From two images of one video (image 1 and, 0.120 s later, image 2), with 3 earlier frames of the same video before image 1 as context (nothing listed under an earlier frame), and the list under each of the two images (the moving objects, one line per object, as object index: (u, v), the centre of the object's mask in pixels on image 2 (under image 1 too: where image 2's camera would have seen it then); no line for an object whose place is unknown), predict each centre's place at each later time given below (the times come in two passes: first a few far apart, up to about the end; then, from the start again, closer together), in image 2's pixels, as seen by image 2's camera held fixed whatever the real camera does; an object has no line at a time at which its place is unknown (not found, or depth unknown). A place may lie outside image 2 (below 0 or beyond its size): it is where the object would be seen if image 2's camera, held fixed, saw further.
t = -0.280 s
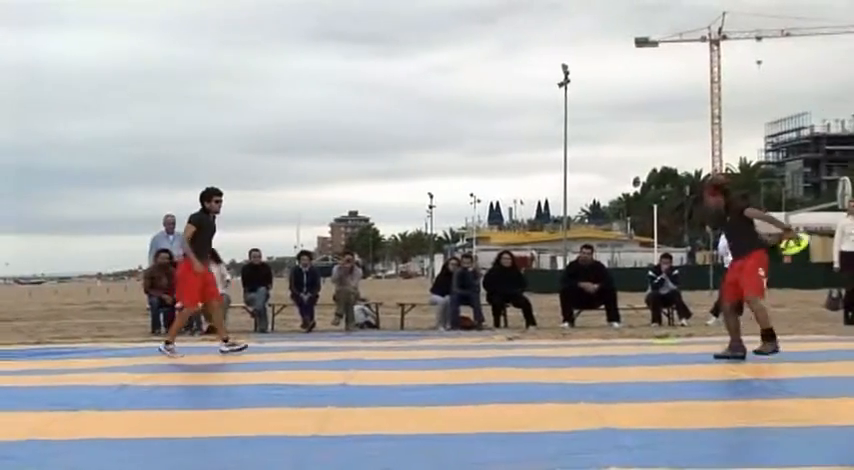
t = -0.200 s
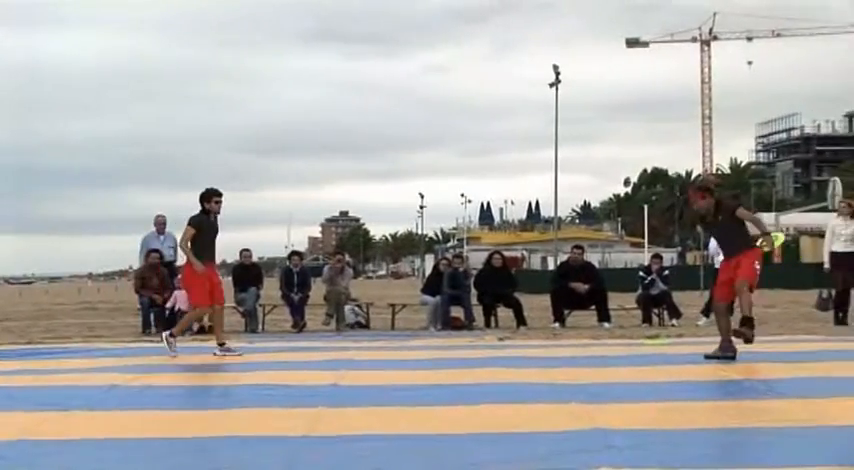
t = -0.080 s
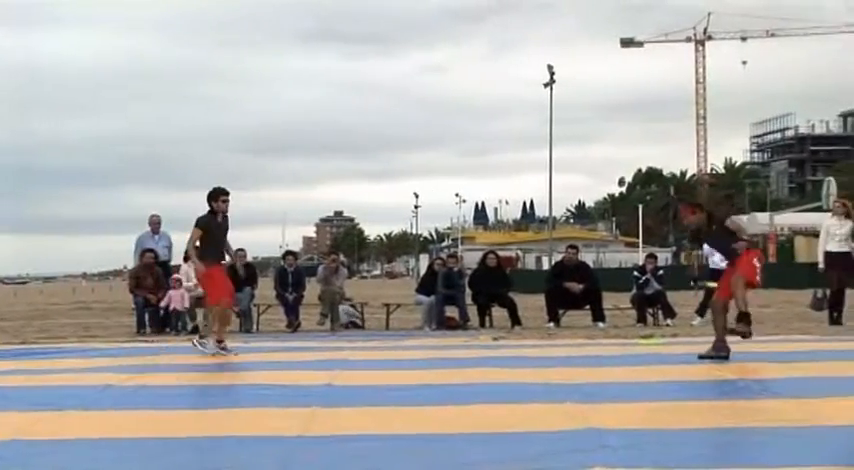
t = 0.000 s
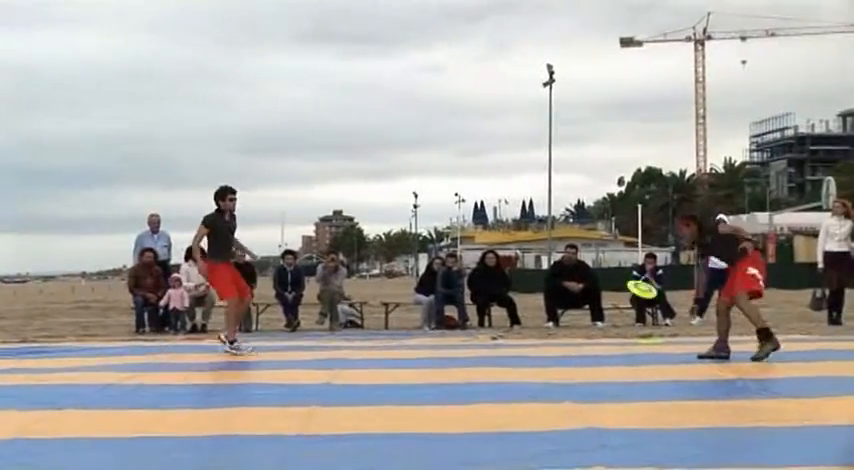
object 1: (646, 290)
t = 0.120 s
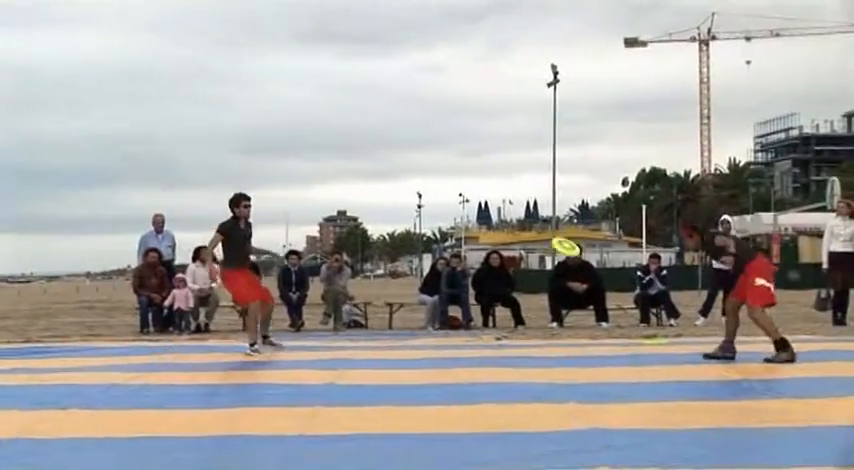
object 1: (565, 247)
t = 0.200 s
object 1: (519, 224)
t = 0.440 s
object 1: (400, 176)
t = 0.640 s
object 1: (323, 160)
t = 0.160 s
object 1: (541, 234)
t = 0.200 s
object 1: (519, 224)
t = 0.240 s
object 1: (497, 214)
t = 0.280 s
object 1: (473, 204)
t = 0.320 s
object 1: (455, 196)
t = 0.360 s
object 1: (436, 189)
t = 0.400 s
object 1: (418, 182)
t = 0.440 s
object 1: (400, 176)
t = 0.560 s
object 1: (354, 166)
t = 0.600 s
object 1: (337, 162)
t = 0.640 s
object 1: (323, 160)
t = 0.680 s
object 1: (310, 159)
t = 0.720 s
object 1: (296, 160)
